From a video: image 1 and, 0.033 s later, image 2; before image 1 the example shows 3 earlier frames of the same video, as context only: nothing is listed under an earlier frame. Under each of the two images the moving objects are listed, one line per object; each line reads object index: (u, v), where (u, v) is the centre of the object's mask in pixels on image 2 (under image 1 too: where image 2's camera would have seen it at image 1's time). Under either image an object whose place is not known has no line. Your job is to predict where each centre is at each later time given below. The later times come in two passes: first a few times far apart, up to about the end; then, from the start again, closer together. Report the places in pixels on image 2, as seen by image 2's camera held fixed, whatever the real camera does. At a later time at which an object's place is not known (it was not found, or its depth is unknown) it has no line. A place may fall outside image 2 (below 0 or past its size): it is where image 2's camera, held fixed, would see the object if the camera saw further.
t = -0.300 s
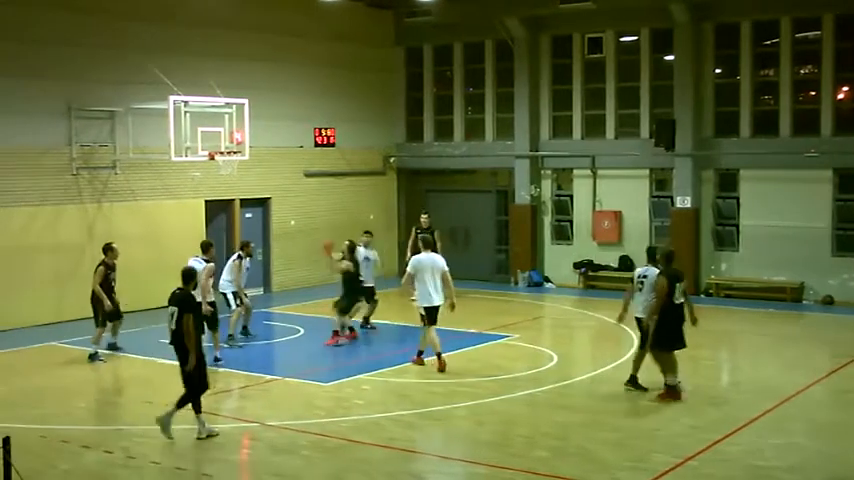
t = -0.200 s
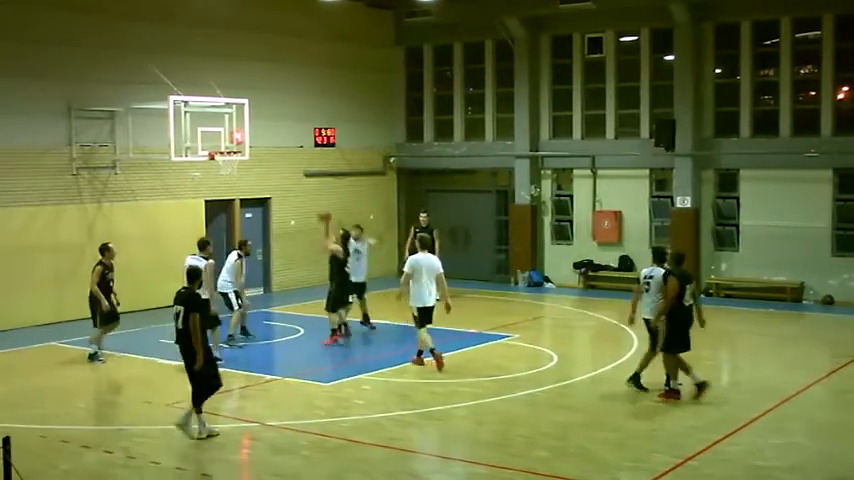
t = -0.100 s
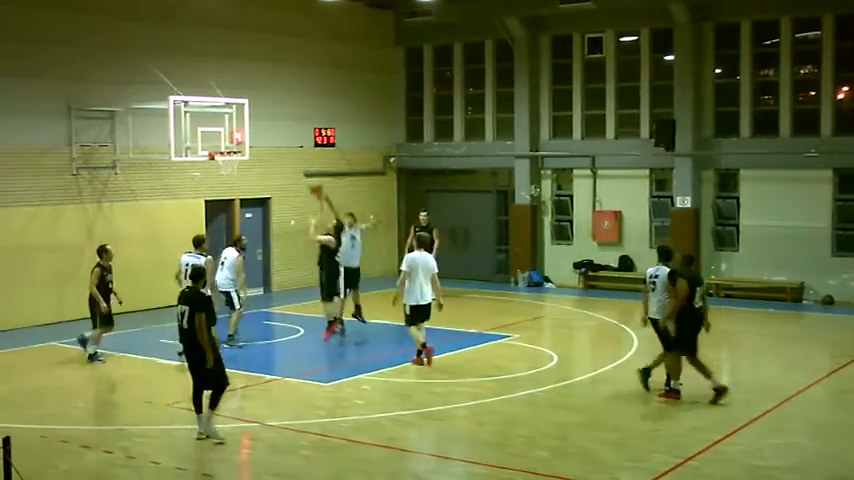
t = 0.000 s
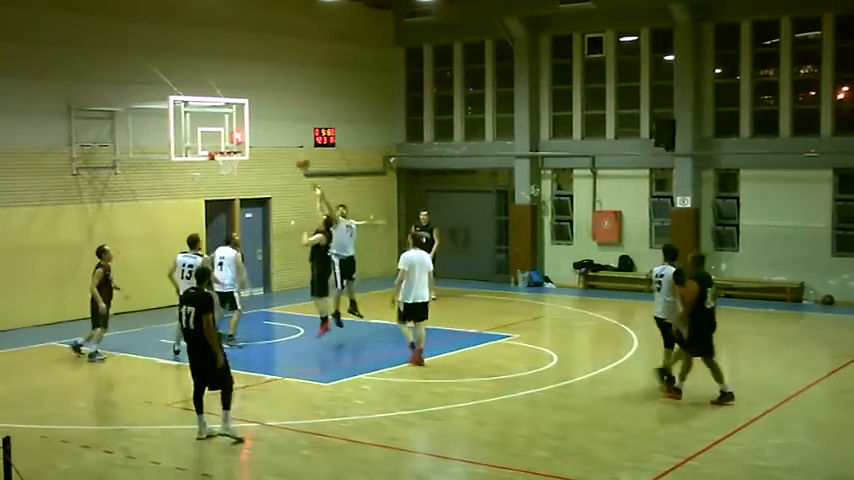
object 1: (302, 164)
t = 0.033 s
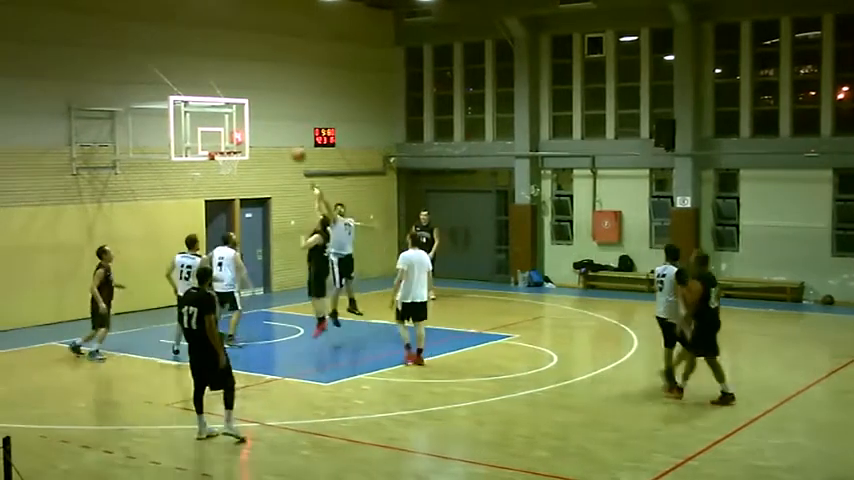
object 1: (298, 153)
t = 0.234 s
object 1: (275, 129)
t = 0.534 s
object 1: (243, 136)
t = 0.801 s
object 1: (222, 157)
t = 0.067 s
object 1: (294, 149)
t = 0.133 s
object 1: (287, 138)
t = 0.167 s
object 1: (283, 134)
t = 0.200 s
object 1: (279, 131)
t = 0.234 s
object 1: (275, 129)
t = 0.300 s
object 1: (268, 126)
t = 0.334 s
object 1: (264, 125)
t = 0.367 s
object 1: (261, 125)
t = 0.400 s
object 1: (257, 126)
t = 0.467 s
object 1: (250, 130)
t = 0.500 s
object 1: (246, 132)
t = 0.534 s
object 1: (243, 136)
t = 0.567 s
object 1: (238, 138)
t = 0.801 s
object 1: (222, 157)
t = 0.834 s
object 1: (222, 157)
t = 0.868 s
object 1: (221, 159)
